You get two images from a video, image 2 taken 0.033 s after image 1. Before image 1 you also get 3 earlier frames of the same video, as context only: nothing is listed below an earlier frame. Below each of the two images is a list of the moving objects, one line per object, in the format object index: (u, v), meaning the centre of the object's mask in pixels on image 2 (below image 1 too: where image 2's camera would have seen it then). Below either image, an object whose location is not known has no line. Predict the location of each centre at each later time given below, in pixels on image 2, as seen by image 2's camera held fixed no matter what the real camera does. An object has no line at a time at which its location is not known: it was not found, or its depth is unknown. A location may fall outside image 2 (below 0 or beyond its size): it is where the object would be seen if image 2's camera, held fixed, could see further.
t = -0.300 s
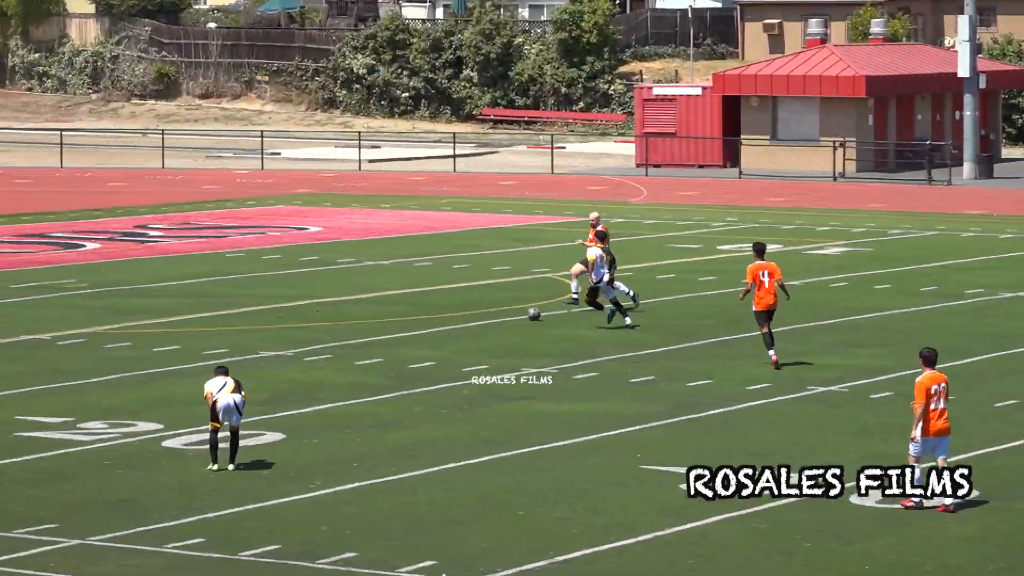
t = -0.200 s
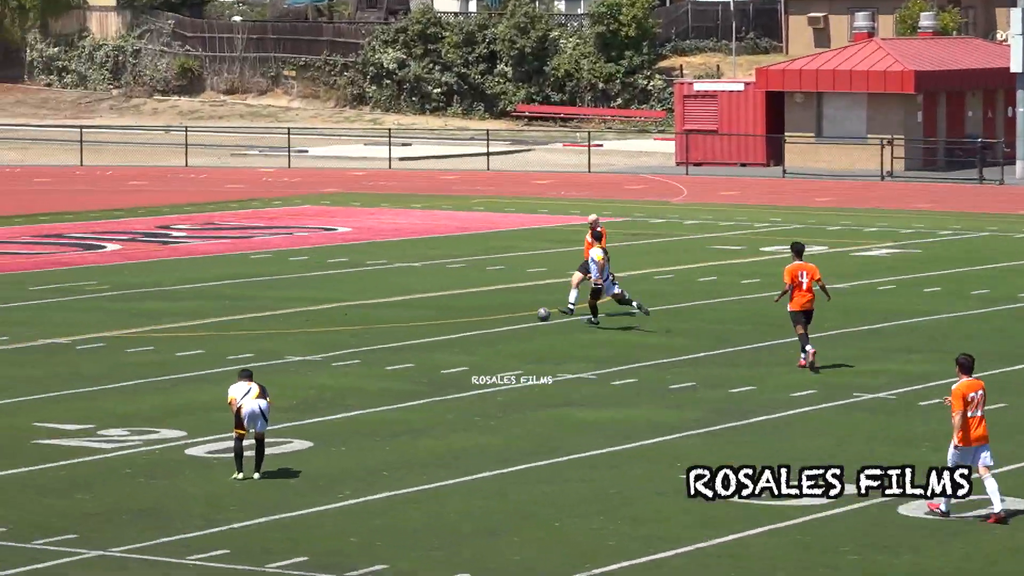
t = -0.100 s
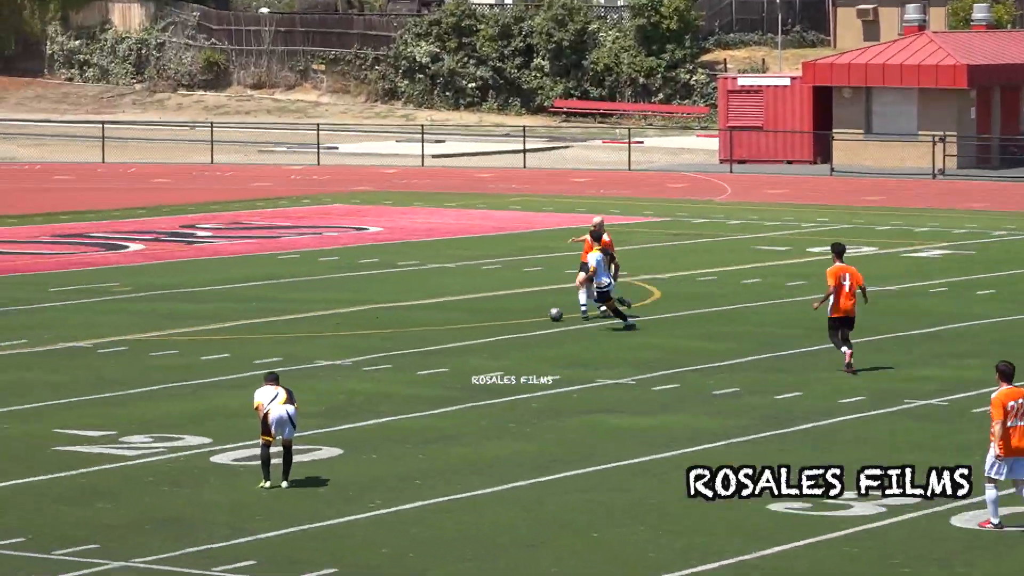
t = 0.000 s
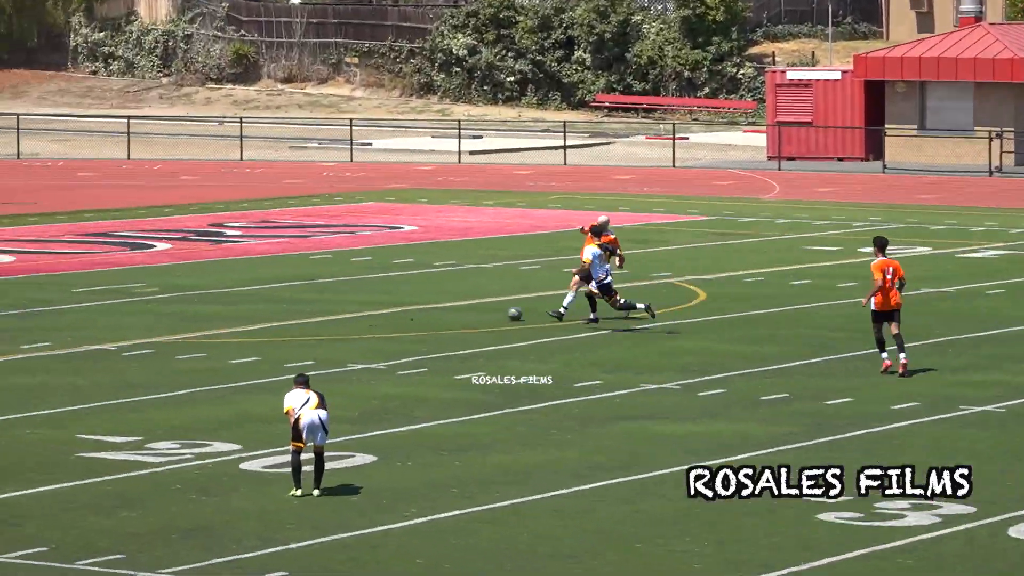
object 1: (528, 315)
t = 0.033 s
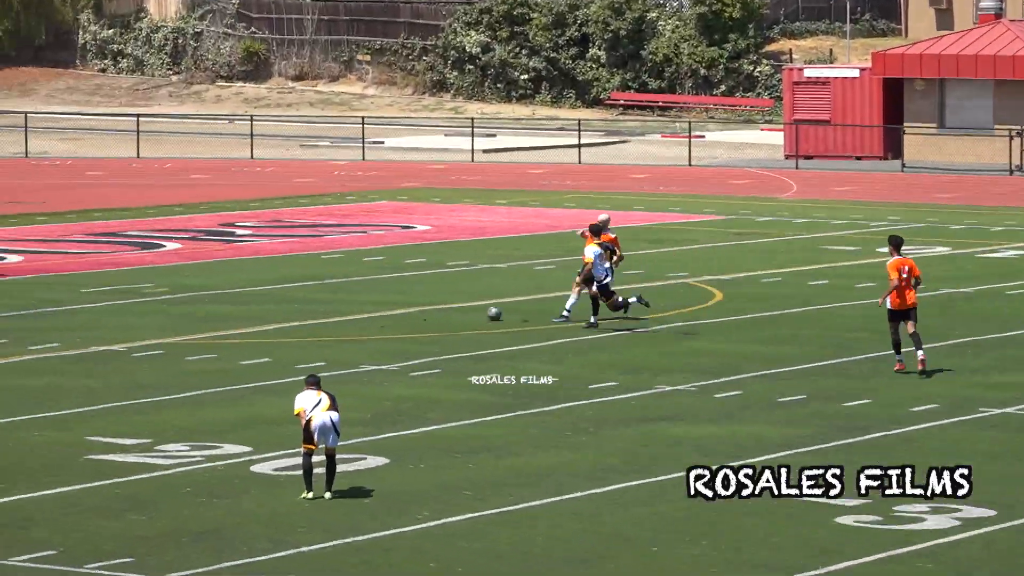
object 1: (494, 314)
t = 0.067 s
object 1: (461, 313)
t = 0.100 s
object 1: (430, 312)
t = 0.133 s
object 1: (398, 311)
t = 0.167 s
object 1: (368, 310)
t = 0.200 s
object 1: (340, 307)
